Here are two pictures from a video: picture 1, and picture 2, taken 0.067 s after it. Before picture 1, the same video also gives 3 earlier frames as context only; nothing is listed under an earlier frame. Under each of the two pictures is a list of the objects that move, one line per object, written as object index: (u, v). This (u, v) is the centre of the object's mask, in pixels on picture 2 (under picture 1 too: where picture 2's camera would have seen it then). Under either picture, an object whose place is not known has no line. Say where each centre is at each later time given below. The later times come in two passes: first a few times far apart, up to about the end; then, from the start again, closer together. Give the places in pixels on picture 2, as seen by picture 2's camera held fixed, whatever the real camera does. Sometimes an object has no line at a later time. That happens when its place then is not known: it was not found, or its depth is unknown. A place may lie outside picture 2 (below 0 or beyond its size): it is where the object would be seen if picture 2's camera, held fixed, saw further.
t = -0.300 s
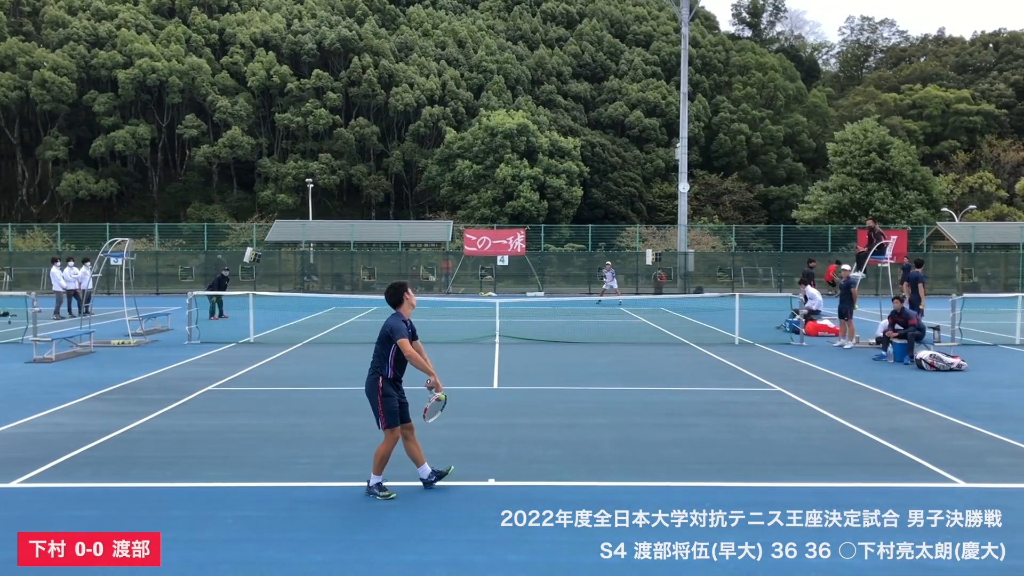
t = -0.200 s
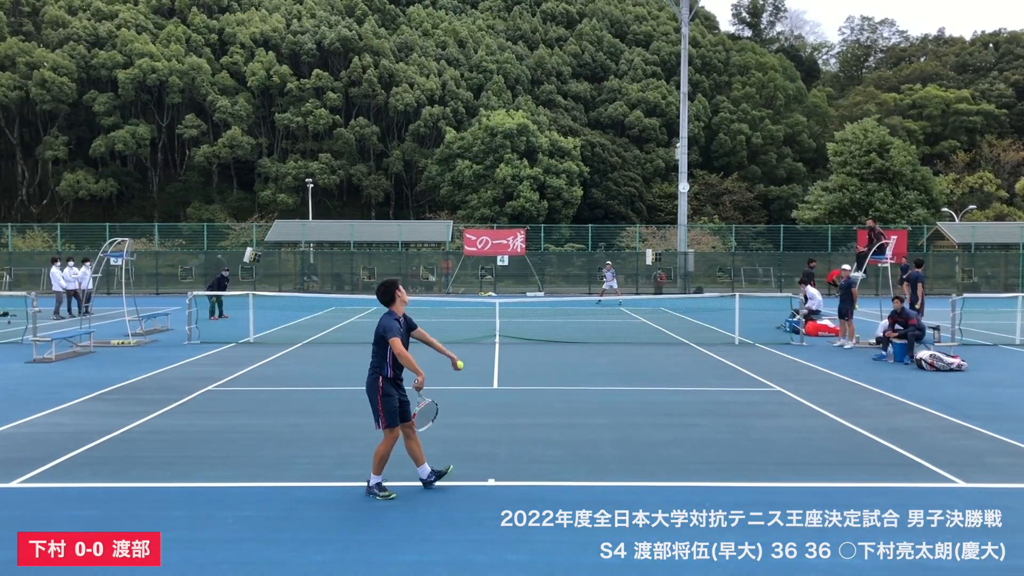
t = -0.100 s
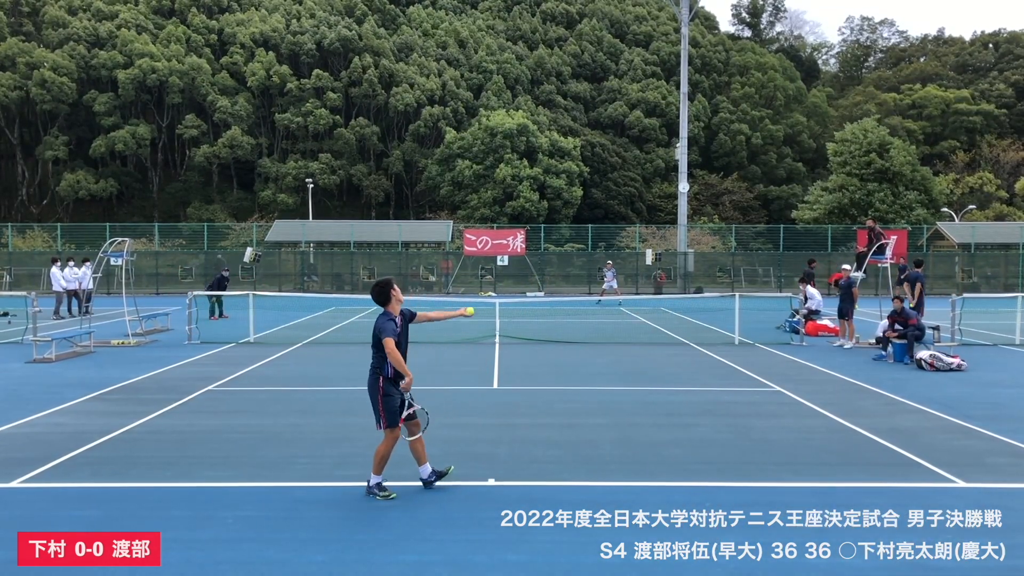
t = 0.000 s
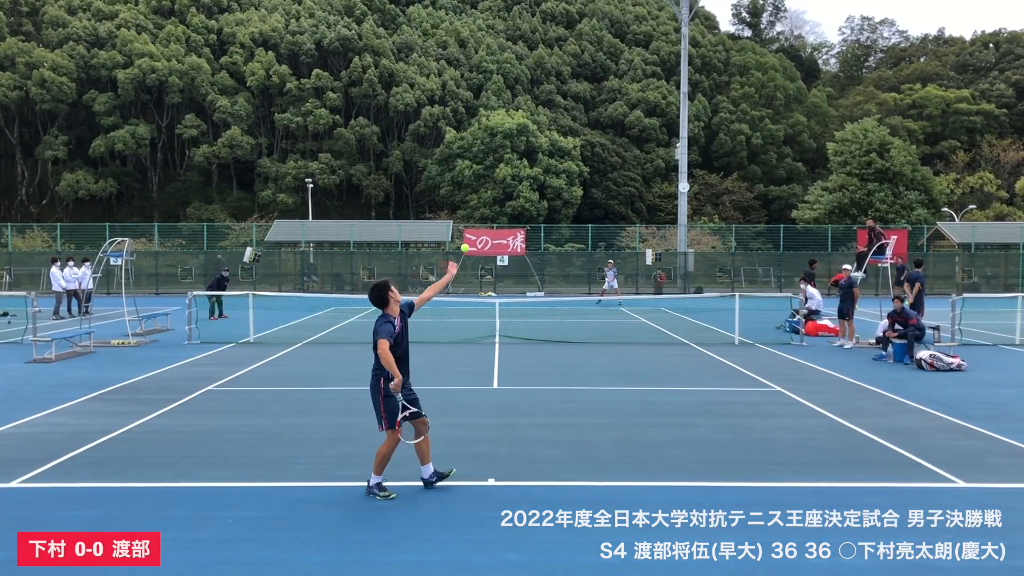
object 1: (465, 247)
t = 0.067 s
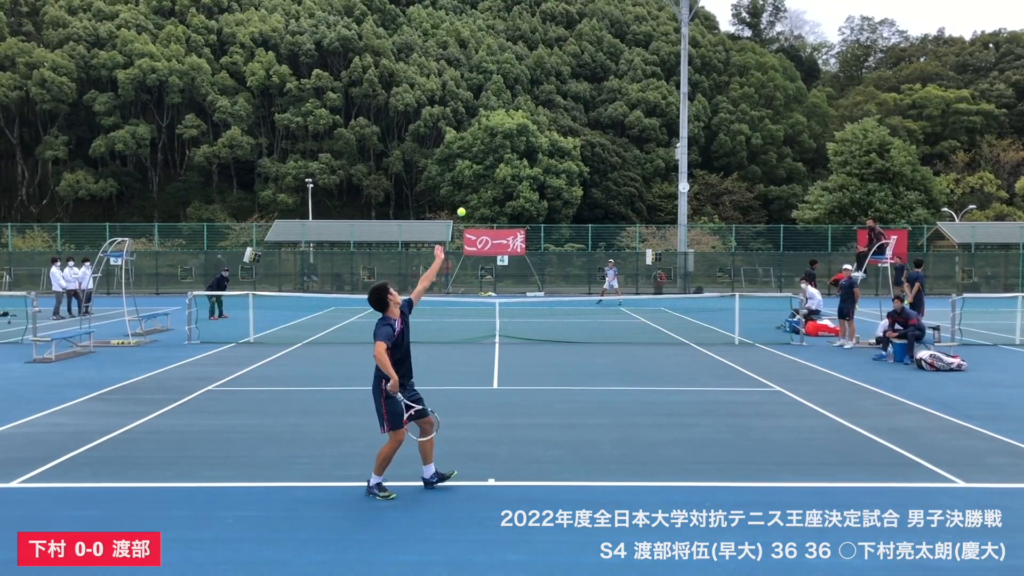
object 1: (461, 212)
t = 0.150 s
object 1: (457, 174)
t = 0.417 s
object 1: (444, 106)
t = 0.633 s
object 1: (435, 111)
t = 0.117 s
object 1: (459, 188)
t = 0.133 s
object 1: (458, 181)
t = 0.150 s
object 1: (457, 174)
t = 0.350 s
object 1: (447, 115)
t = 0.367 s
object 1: (446, 112)
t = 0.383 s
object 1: (445, 110)
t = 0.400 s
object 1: (445, 108)
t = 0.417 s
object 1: (444, 106)
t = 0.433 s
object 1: (443, 104)
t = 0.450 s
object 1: (442, 103)
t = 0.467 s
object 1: (442, 102)
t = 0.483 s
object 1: (441, 101)
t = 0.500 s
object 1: (440, 101)
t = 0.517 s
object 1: (440, 101)
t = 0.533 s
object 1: (439, 102)
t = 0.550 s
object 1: (438, 102)
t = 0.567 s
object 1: (438, 103)
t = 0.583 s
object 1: (437, 104)
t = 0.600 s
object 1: (437, 106)
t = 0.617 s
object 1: (436, 108)
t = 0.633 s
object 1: (435, 111)
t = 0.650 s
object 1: (435, 113)
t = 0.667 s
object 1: (434, 116)
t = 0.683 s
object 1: (434, 119)
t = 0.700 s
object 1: (433, 123)
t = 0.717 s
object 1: (432, 126)
